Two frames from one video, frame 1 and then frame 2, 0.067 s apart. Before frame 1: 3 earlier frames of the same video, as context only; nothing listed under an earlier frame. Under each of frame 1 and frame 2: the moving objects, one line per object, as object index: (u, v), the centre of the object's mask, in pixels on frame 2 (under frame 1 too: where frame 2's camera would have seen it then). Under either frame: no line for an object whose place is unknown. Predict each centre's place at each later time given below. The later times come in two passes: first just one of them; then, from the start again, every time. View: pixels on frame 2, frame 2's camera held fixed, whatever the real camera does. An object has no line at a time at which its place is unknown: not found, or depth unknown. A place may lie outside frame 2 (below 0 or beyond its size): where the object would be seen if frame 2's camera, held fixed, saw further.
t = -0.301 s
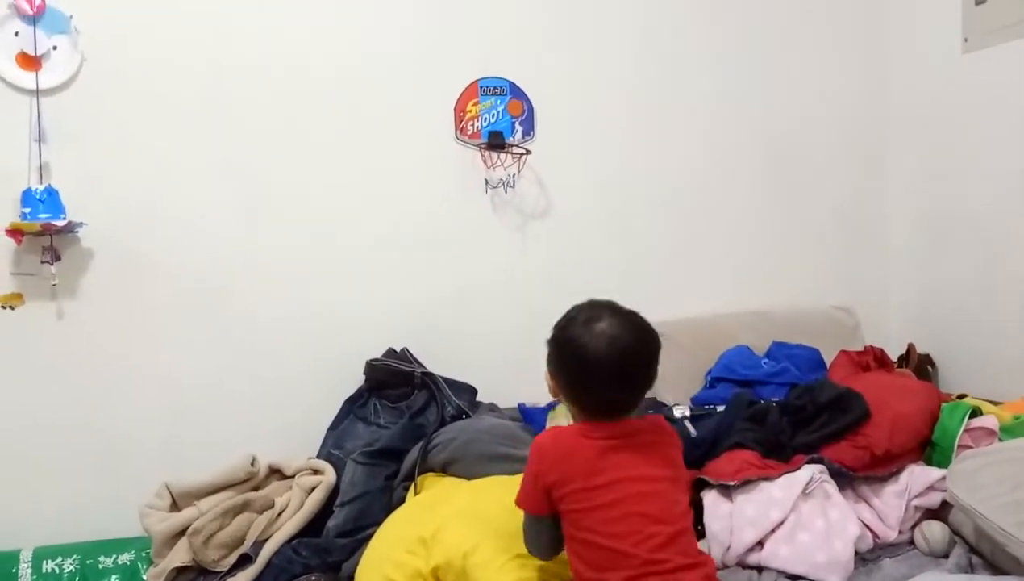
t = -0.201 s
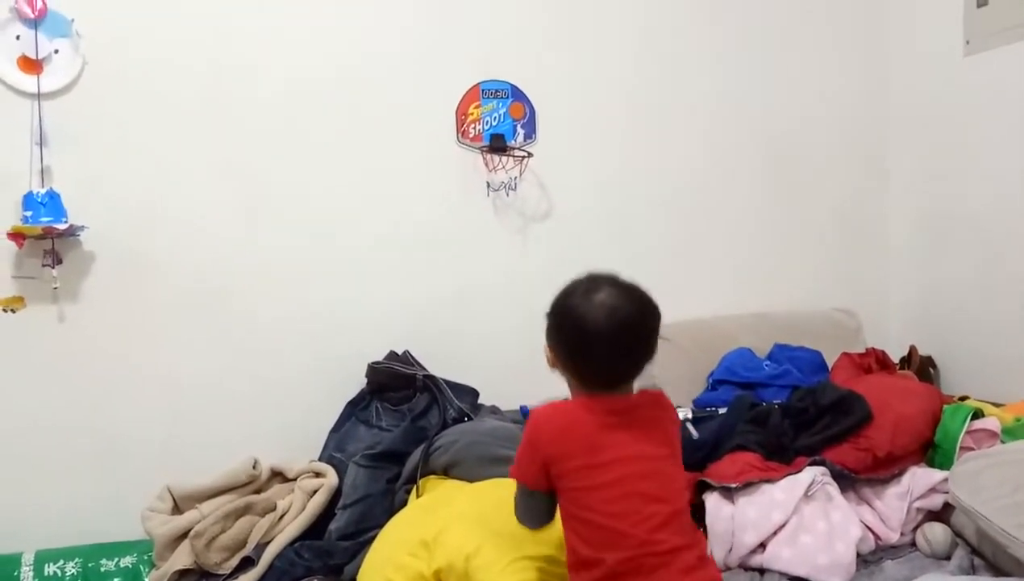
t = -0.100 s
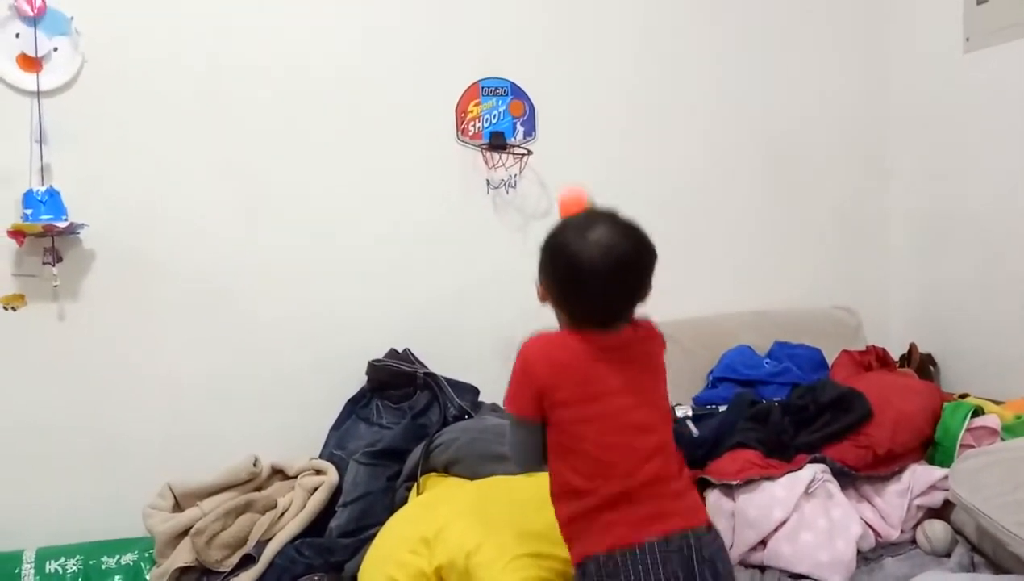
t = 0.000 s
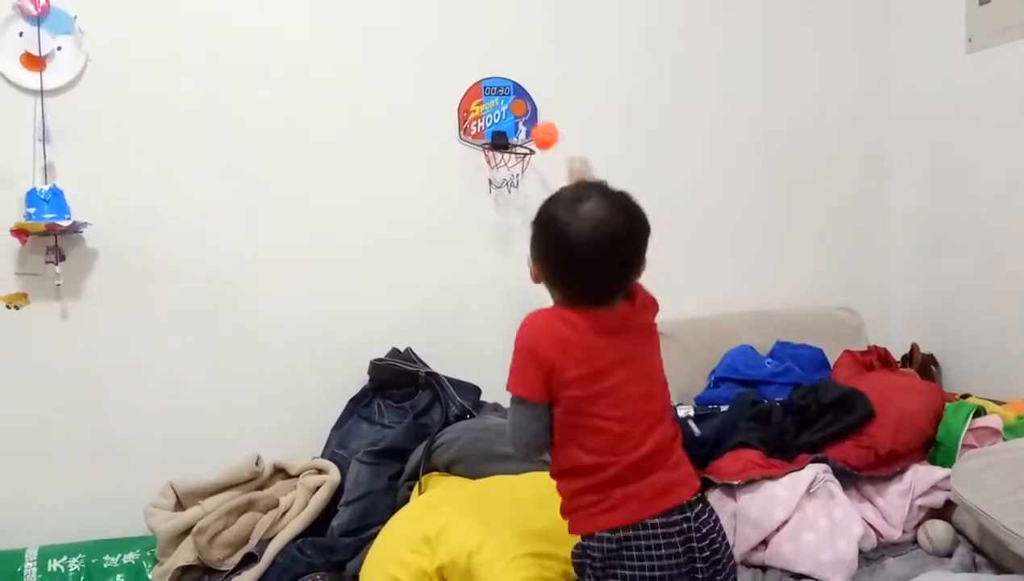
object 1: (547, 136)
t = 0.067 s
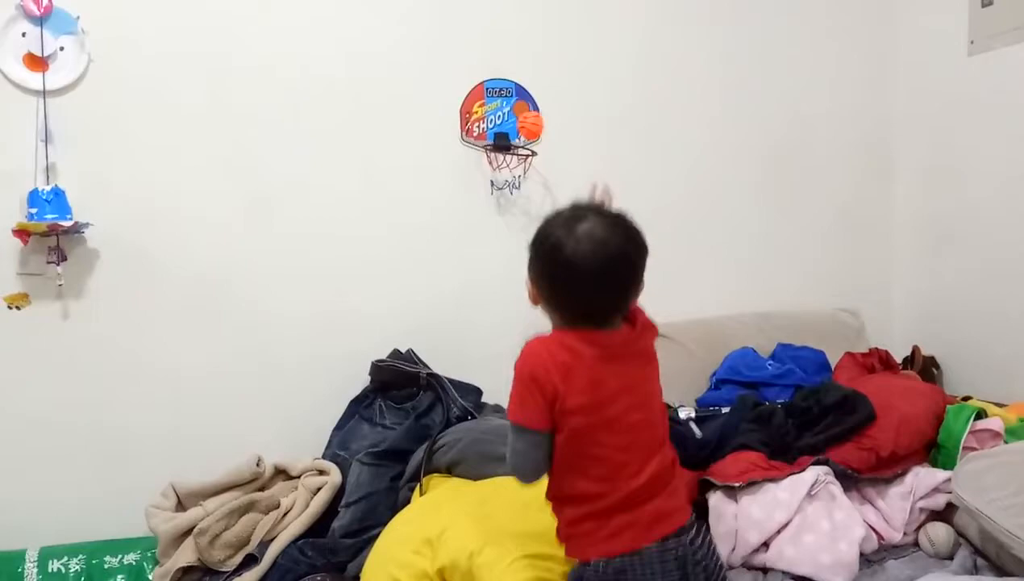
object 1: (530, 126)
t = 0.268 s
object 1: (513, 133)
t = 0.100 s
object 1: (523, 128)
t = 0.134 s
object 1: (515, 135)
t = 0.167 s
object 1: (508, 144)
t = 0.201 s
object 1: (507, 149)
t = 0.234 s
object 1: (509, 141)
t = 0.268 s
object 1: (513, 133)
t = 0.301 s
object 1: (516, 131)
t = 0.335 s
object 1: (519, 132)
